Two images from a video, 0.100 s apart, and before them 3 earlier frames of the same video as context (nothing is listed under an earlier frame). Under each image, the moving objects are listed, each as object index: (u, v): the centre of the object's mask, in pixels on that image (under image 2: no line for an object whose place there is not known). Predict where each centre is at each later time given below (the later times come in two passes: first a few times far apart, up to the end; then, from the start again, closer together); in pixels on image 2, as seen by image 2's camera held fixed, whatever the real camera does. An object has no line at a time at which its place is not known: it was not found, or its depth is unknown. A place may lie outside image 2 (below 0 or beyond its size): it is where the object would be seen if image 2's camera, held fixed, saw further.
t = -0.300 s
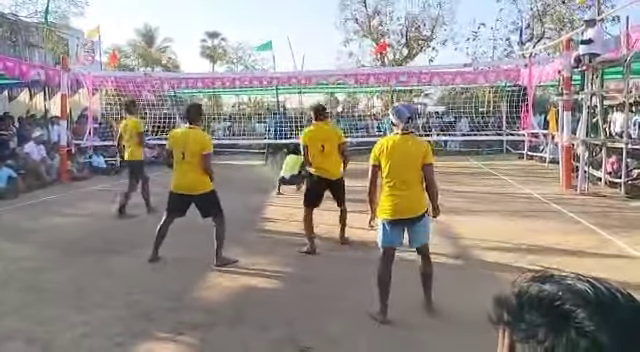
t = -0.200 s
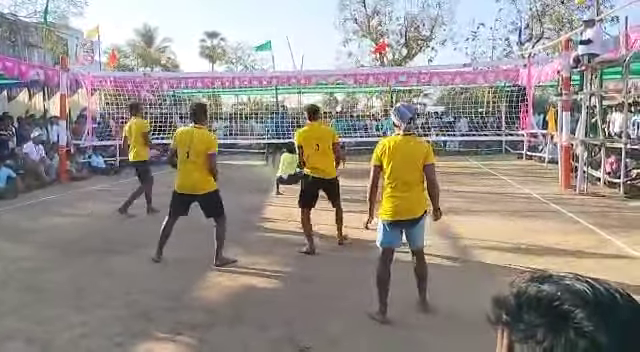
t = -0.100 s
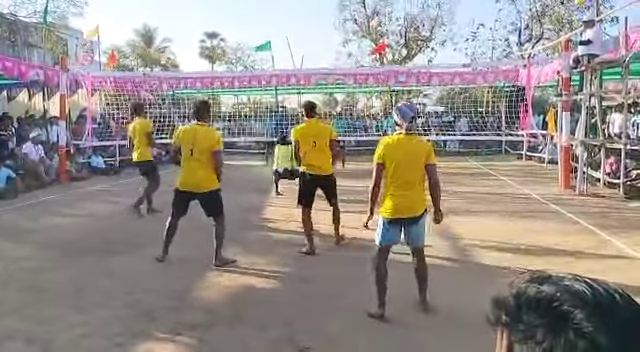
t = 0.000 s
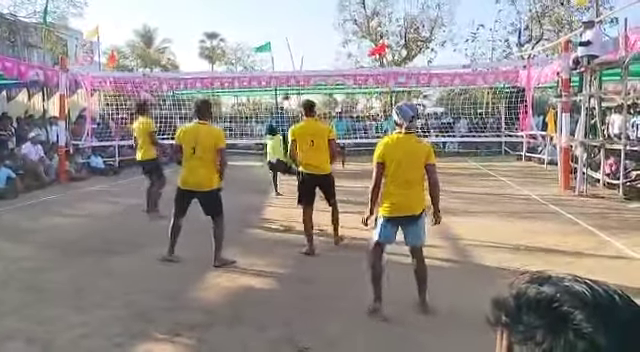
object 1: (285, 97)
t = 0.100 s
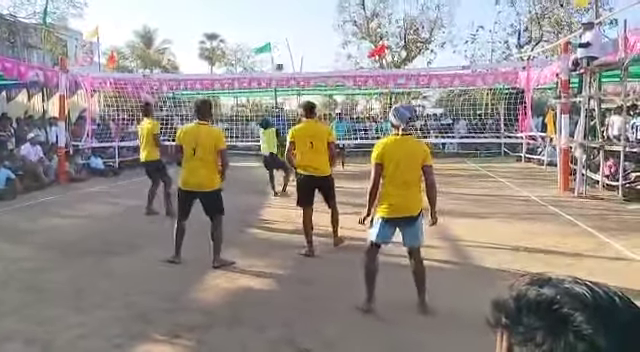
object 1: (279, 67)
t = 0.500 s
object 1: (251, -5)
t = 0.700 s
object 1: (237, -11)
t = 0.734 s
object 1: (235, -11)
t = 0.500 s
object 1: (251, -5)
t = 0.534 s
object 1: (249, -6)
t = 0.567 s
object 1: (246, -8)
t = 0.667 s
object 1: (239, -10)
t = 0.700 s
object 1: (237, -11)
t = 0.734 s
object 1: (235, -11)
